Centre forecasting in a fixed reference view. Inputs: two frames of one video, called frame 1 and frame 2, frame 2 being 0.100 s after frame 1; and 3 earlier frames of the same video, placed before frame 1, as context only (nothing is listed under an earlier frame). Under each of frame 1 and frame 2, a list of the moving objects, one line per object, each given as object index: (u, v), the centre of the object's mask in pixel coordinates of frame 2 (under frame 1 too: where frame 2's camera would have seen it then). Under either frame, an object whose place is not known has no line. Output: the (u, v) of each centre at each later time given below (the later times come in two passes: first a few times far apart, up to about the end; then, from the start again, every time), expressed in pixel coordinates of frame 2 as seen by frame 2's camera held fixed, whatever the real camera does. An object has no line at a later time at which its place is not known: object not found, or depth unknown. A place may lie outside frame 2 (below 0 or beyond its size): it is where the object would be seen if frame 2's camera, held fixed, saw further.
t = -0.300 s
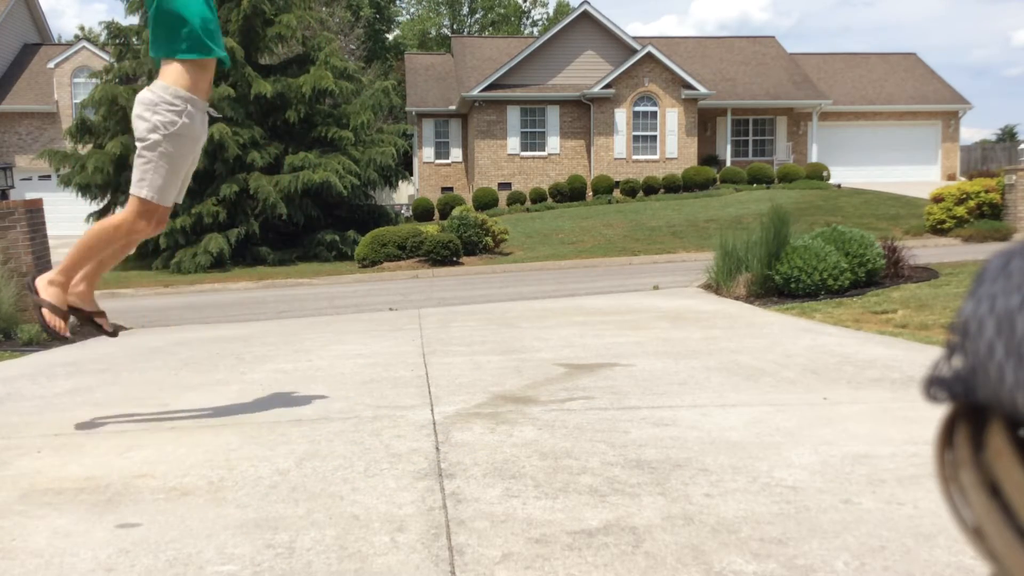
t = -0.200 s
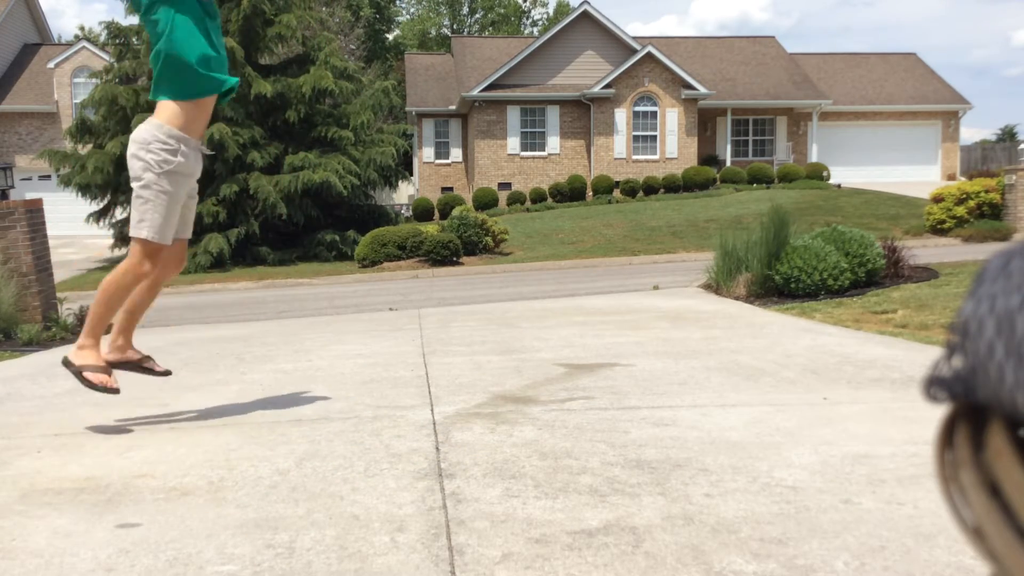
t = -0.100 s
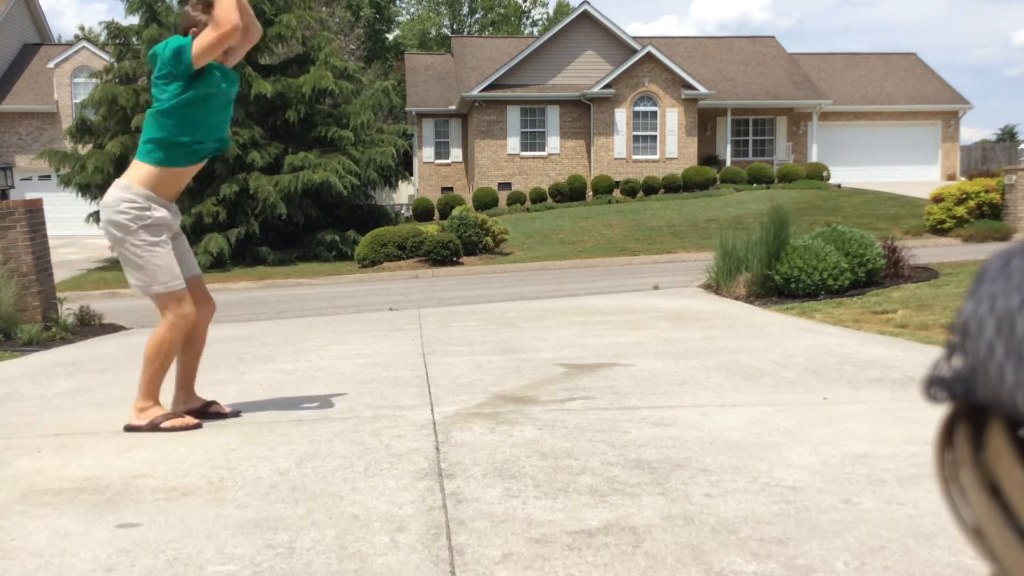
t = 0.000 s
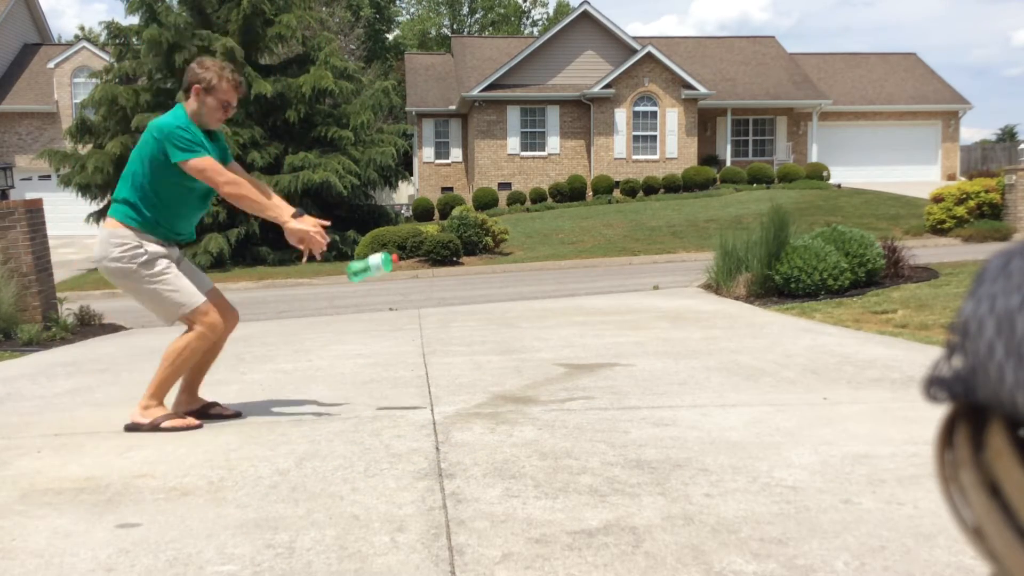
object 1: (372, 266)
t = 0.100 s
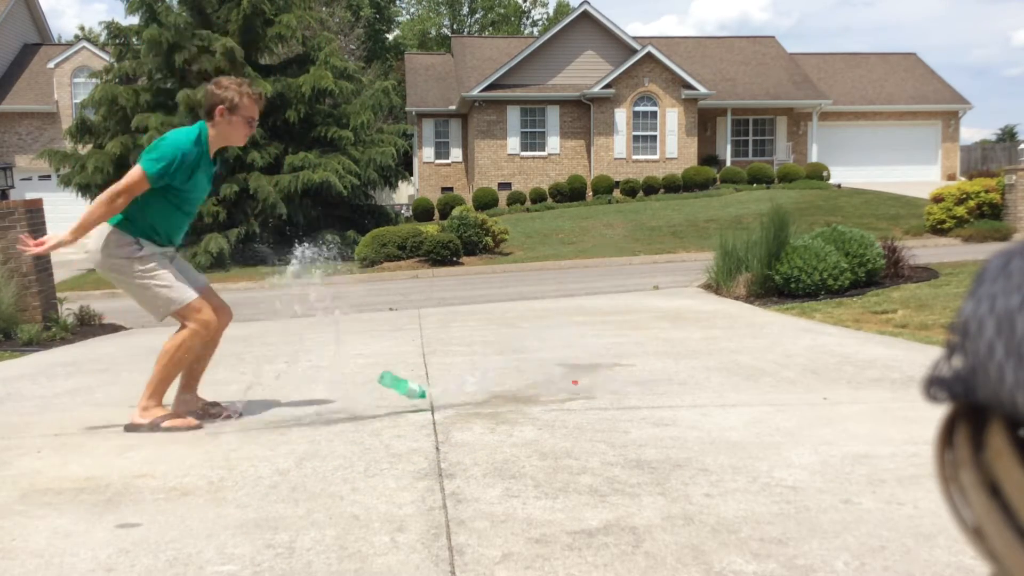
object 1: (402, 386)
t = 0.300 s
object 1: (404, 381)
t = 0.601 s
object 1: (391, 406)
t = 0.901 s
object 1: (391, 406)
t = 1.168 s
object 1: (389, 405)
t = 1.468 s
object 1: (386, 404)
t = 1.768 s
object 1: (383, 403)
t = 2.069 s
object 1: (382, 402)
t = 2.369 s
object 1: (378, 401)
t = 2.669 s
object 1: (376, 400)
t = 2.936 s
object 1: (375, 400)
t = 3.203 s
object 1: (373, 399)
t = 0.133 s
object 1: (401, 378)
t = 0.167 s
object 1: (401, 373)
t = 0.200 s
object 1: (402, 371)
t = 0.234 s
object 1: (403, 371)
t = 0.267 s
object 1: (404, 375)
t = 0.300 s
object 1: (404, 381)
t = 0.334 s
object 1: (405, 390)
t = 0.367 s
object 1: (401, 394)
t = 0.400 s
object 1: (396, 401)
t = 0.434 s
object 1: (392, 406)
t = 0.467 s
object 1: (392, 407)
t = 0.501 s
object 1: (392, 407)
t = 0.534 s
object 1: (392, 406)
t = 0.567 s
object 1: (392, 406)
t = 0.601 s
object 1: (391, 406)
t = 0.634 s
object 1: (391, 406)
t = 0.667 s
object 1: (391, 406)
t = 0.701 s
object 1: (391, 406)
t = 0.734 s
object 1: (391, 406)
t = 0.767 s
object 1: (391, 406)
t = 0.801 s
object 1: (391, 406)
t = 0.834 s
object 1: (391, 406)
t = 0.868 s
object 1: (391, 406)
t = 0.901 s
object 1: (391, 406)
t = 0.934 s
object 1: (391, 406)
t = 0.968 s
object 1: (391, 406)
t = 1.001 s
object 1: (390, 406)
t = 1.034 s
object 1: (390, 406)
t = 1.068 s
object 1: (390, 406)
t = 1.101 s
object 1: (390, 406)
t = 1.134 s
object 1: (389, 405)
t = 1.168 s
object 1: (389, 405)
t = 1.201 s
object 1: (389, 405)
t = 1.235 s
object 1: (388, 405)
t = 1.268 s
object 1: (388, 405)
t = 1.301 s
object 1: (388, 405)
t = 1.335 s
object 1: (387, 405)
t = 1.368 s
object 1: (387, 405)
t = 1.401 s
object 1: (387, 404)
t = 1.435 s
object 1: (386, 404)
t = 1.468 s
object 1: (386, 404)
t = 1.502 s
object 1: (386, 404)
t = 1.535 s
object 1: (386, 404)
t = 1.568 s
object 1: (386, 404)
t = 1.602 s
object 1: (385, 404)
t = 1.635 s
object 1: (385, 404)
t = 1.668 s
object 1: (384, 403)
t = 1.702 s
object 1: (384, 403)
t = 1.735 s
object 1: (383, 403)
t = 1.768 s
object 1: (383, 403)
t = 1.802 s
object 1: (383, 403)
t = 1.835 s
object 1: (383, 403)
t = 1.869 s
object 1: (383, 403)
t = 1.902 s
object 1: (382, 402)
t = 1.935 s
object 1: (382, 403)
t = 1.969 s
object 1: (382, 402)
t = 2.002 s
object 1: (382, 402)
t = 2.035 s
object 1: (382, 402)
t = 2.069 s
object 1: (382, 402)
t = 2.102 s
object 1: (381, 402)
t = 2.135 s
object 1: (381, 402)
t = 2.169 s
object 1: (380, 402)
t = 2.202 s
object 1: (380, 402)
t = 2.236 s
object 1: (380, 402)
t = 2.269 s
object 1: (379, 402)
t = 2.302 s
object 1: (379, 402)
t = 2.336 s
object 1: (379, 402)
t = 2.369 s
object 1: (378, 401)
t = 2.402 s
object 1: (378, 401)
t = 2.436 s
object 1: (377, 401)
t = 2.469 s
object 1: (378, 401)
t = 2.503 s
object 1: (377, 401)
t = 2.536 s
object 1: (377, 401)
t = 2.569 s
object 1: (377, 401)
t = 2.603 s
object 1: (376, 401)
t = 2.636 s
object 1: (376, 401)
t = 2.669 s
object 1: (376, 400)
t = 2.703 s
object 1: (376, 400)
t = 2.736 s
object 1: (376, 400)
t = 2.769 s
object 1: (375, 400)
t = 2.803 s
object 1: (375, 400)
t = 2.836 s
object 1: (375, 400)
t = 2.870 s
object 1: (375, 400)
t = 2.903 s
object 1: (374, 400)
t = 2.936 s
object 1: (375, 400)
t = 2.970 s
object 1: (375, 400)
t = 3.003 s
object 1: (375, 400)
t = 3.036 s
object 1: (374, 399)
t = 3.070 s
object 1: (374, 399)
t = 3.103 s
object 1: (373, 399)
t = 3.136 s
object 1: (374, 399)
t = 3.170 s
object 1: (373, 399)
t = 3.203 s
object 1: (373, 399)
